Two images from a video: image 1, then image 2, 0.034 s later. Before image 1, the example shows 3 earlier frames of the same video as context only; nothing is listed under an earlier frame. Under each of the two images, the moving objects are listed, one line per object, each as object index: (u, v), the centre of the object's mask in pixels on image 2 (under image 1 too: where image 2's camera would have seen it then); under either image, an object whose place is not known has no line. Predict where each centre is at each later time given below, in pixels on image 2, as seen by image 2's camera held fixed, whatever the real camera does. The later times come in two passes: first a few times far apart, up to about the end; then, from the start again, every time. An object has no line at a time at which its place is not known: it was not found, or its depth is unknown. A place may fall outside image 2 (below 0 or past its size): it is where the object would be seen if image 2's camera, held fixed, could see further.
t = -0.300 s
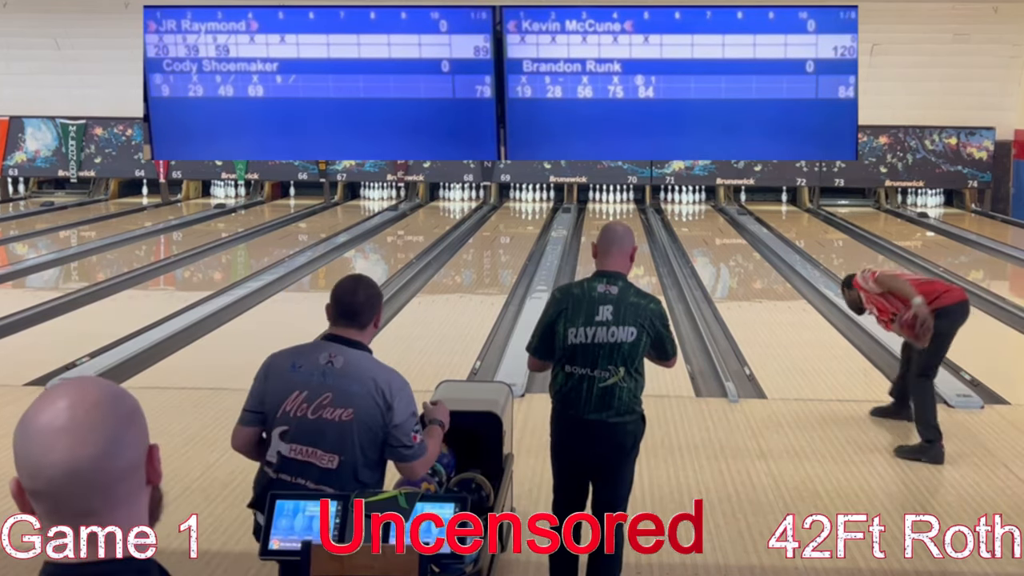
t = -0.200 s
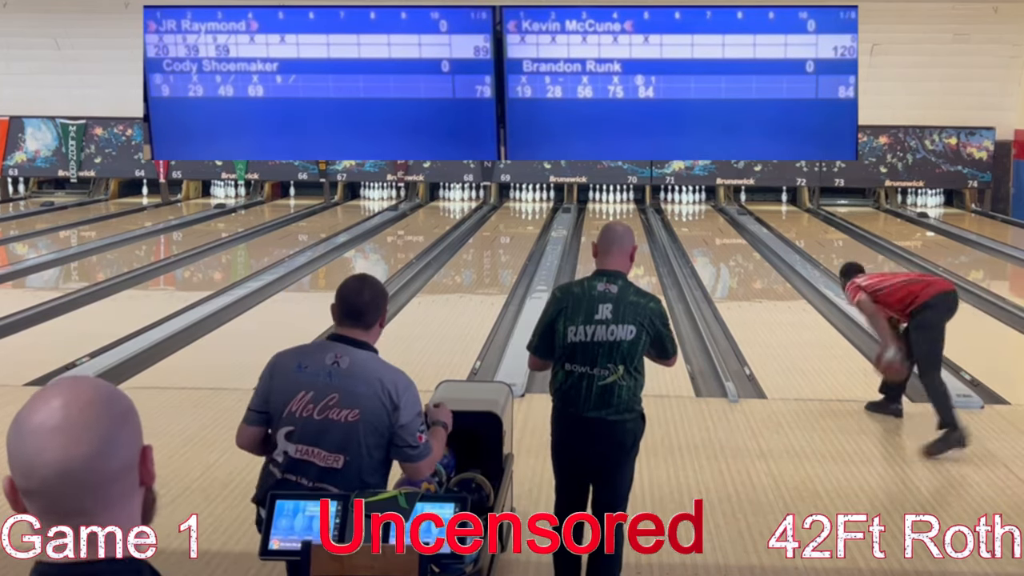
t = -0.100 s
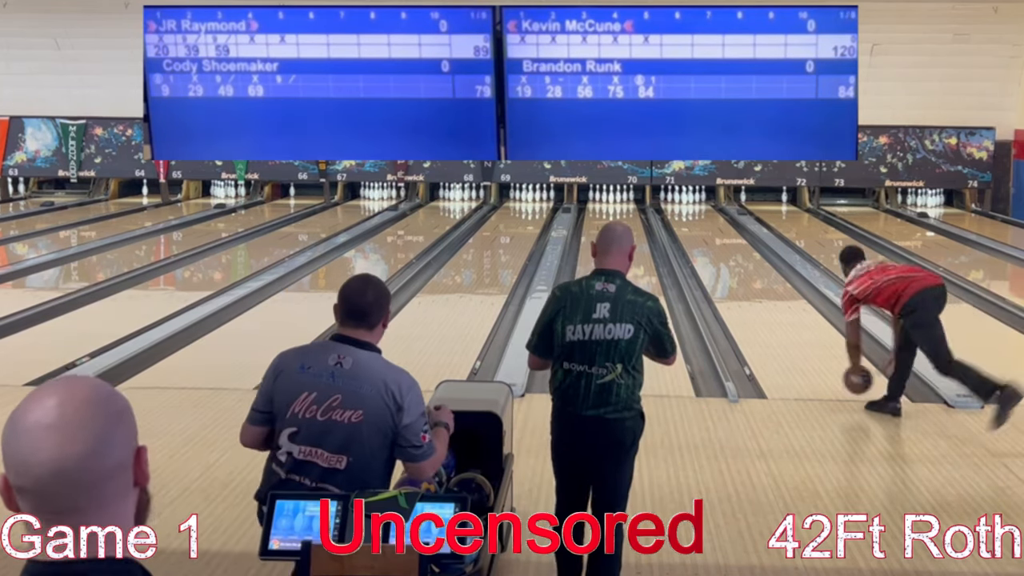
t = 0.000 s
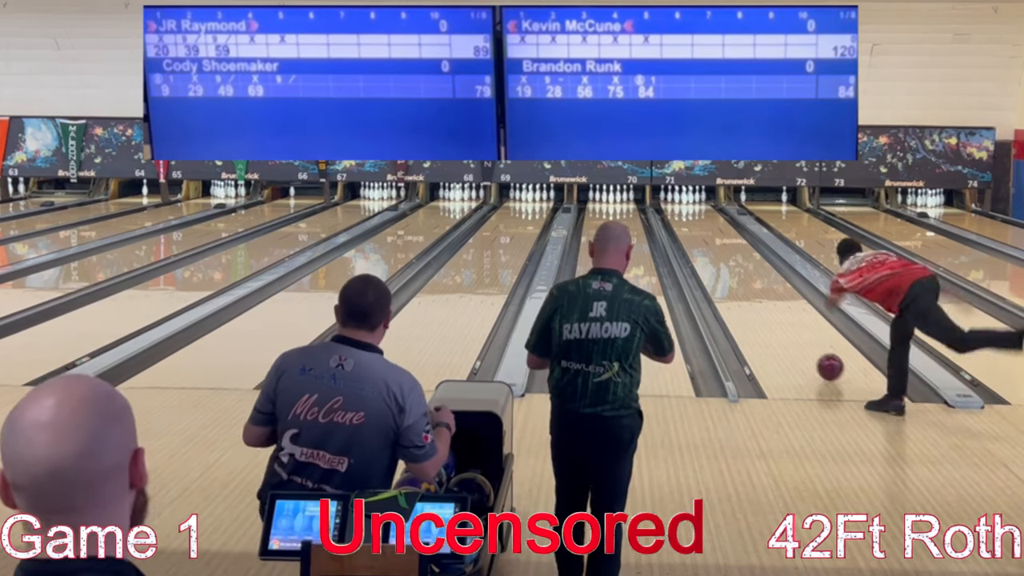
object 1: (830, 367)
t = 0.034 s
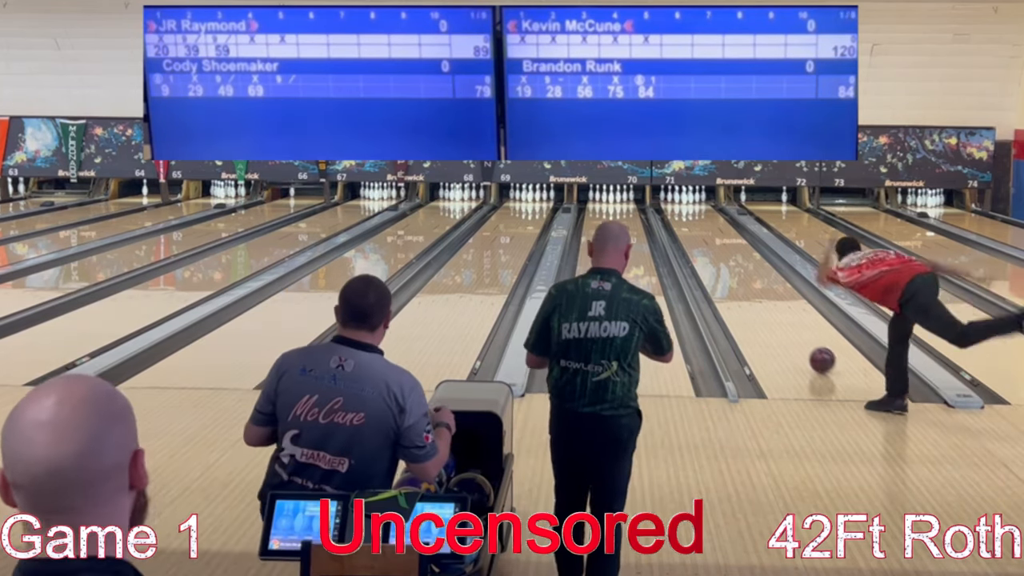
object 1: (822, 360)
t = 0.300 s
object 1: (772, 313)
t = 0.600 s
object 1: (735, 277)
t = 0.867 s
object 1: (712, 253)
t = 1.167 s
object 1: (694, 234)
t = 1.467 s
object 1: (681, 219)
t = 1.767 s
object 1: (677, 208)
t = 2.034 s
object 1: (678, 200)
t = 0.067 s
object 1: (815, 353)
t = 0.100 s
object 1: (807, 347)
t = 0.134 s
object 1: (801, 340)
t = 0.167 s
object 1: (794, 334)
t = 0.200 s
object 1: (788, 328)
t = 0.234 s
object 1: (783, 323)
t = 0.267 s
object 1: (777, 318)
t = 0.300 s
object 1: (772, 313)
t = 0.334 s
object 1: (767, 308)
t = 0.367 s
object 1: (763, 304)
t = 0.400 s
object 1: (758, 299)
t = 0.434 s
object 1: (754, 295)
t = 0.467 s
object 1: (750, 291)
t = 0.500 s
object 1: (746, 287)
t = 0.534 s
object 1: (742, 284)
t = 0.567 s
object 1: (738, 280)
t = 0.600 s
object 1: (735, 277)
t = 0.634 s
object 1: (732, 273)
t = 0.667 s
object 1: (729, 270)
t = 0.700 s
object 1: (726, 267)
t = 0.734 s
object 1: (723, 264)
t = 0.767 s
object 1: (720, 261)
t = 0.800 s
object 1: (717, 258)
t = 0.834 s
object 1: (715, 256)
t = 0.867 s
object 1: (712, 253)
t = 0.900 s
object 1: (710, 251)
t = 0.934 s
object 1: (707, 248)
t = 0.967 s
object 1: (705, 246)
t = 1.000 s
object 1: (703, 244)
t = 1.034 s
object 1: (701, 242)
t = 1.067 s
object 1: (699, 240)
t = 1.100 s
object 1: (697, 238)
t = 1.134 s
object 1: (695, 236)
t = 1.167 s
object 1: (694, 234)
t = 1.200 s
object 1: (692, 232)
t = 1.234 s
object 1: (691, 230)
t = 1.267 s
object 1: (689, 228)
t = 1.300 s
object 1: (687, 226)
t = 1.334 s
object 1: (686, 225)
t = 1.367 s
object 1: (685, 223)
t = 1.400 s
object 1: (683, 222)
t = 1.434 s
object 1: (682, 220)
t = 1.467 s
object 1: (681, 219)
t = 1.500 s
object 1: (680, 217)
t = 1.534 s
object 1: (679, 216)
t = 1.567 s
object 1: (679, 214)
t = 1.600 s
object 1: (678, 213)
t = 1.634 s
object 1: (678, 212)
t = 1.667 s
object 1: (677, 211)
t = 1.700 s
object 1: (677, 210)
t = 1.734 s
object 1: (677, 209)
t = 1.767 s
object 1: (677, 208)
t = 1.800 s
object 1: (676, 207)
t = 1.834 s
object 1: (676, 206)
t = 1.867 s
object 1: (677, 204)
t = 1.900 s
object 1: (676, 203)
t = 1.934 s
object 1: (677, 202)
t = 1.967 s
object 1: (678, 202)
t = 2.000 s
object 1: (678, 201)
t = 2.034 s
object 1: (678, 200)
